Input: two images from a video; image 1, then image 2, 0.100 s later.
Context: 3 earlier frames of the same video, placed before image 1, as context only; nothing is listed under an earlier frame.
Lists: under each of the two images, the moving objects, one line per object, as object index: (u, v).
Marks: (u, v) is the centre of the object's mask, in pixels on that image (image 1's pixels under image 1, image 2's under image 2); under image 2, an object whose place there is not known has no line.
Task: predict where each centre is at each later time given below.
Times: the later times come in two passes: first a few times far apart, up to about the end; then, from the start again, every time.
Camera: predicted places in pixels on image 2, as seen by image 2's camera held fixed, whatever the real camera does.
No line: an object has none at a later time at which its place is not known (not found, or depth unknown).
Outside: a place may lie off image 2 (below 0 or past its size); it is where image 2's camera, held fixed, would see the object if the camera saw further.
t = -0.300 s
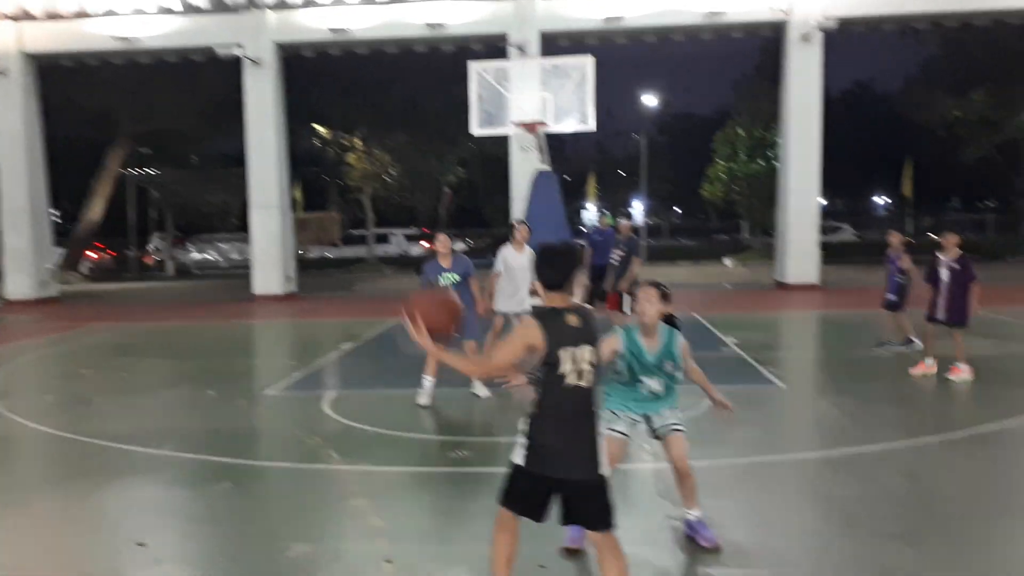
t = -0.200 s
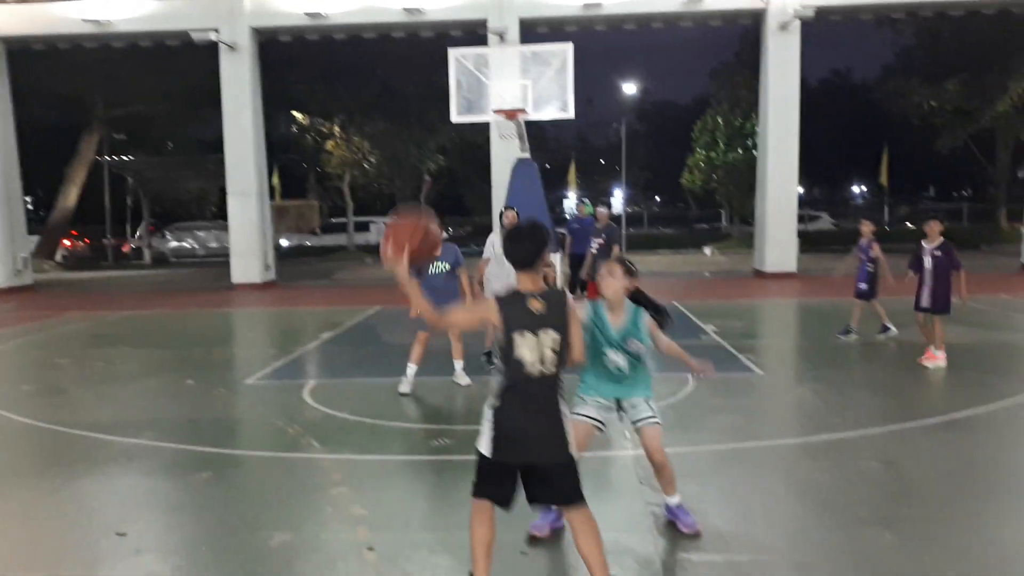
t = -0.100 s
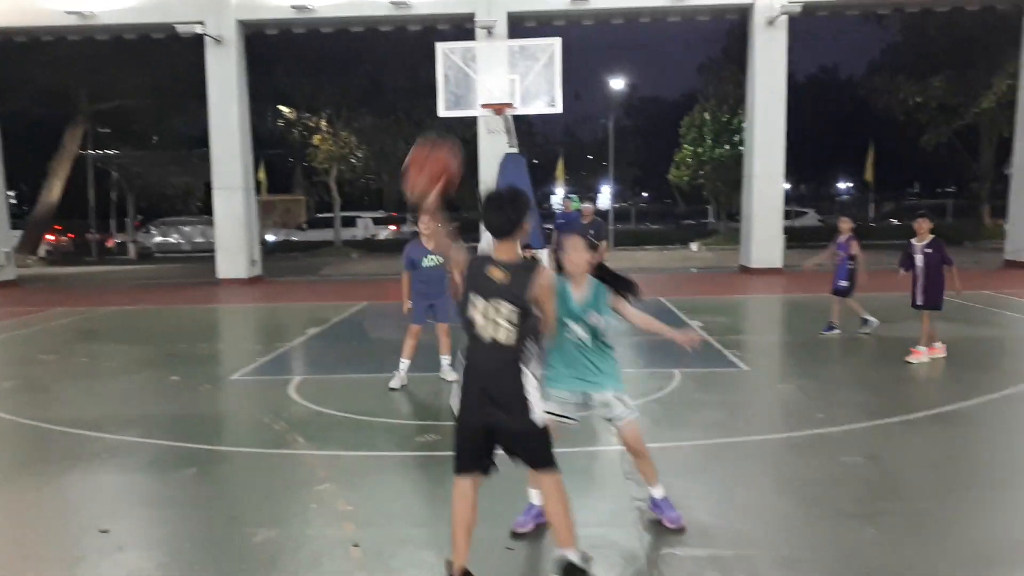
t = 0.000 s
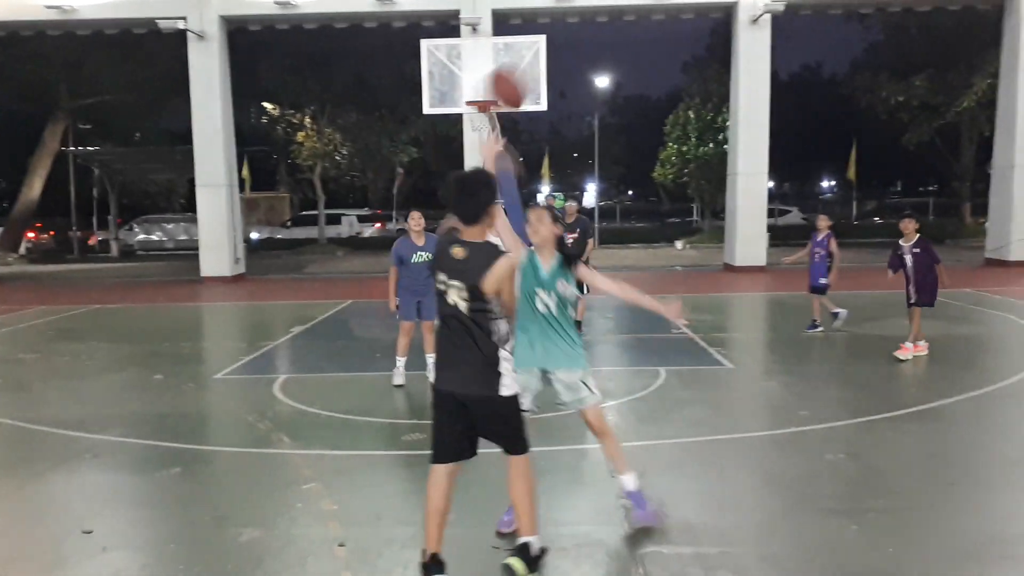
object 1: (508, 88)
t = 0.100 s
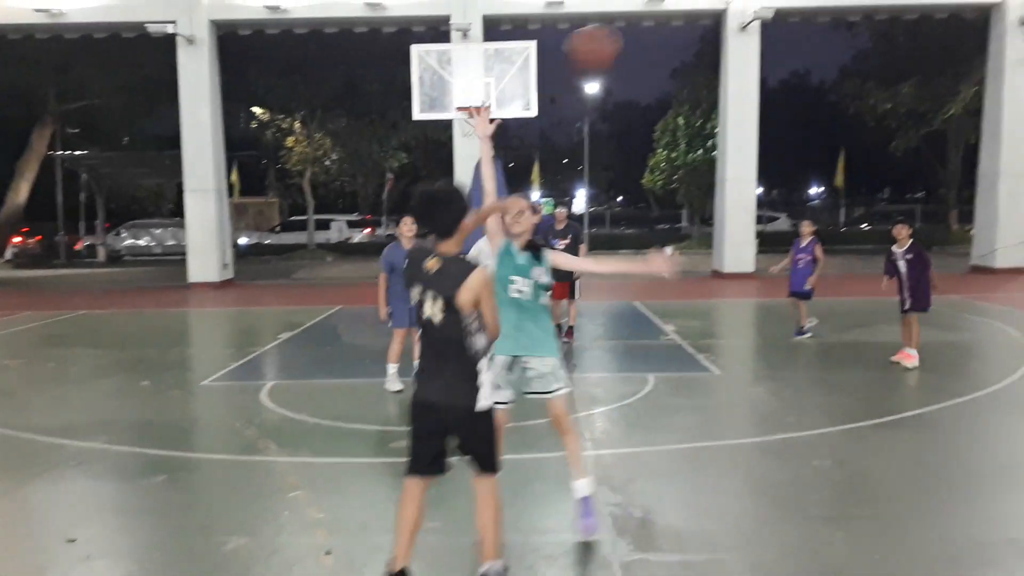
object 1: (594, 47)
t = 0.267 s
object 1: (709, 27)
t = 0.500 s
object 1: (818, 67)
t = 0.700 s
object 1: (879, 138)
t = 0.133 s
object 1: (620, 38)
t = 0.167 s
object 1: (646, 32)
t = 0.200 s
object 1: (669, 28)
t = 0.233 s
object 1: (692, 27)
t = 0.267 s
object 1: (709, 27)
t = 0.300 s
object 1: (727, 29)
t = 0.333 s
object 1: (748, 32)
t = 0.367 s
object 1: (765, 37)
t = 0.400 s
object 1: (778, 42)
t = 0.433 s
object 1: (791, 49)
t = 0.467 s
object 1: (805, 58)
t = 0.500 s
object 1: (818, 67)
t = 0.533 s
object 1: (829, 77)
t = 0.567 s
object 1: (840, 88)
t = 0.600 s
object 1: (850, 99)
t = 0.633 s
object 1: (860, 111)
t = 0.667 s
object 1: (870, 125)
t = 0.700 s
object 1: (879, 138)
